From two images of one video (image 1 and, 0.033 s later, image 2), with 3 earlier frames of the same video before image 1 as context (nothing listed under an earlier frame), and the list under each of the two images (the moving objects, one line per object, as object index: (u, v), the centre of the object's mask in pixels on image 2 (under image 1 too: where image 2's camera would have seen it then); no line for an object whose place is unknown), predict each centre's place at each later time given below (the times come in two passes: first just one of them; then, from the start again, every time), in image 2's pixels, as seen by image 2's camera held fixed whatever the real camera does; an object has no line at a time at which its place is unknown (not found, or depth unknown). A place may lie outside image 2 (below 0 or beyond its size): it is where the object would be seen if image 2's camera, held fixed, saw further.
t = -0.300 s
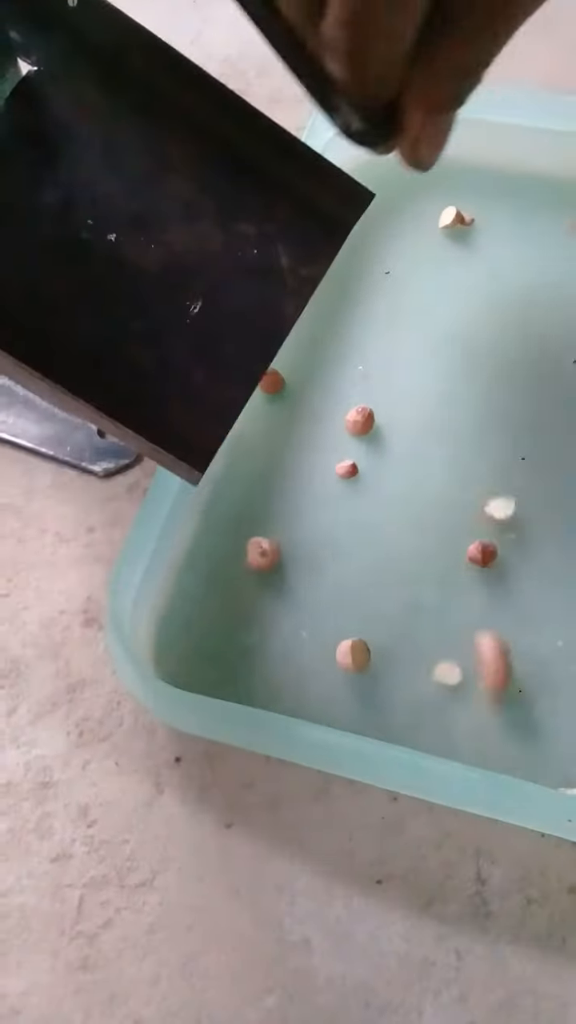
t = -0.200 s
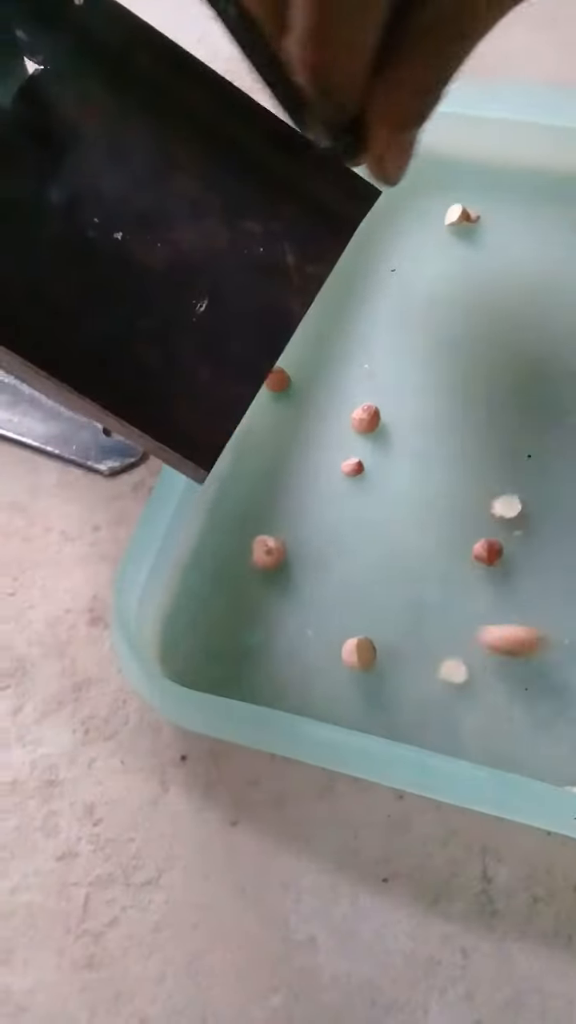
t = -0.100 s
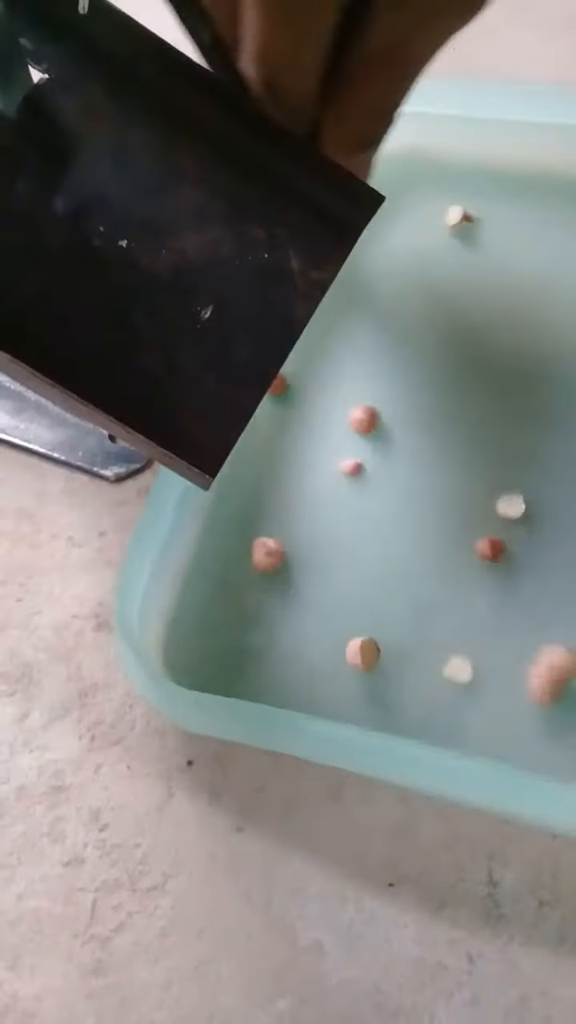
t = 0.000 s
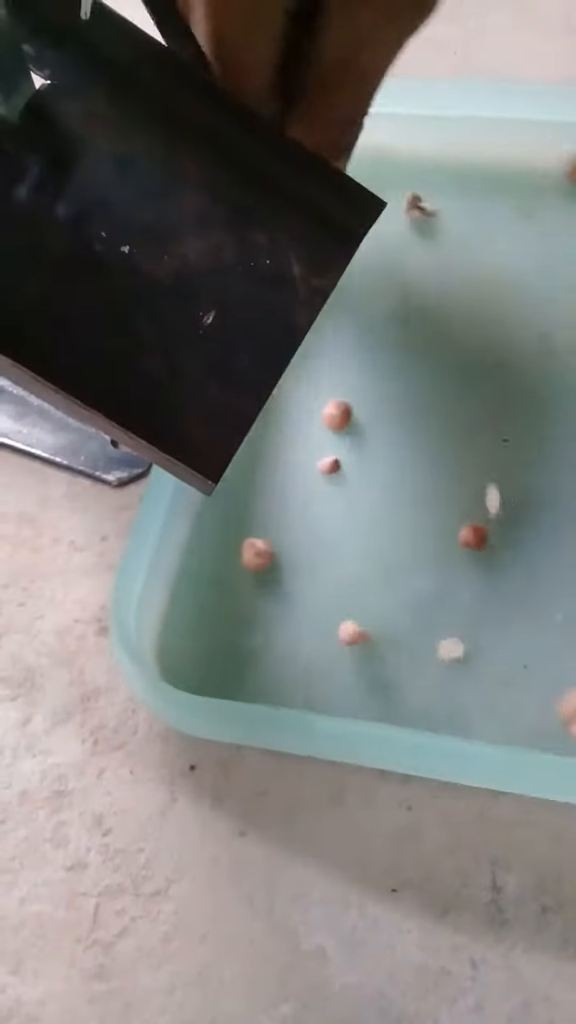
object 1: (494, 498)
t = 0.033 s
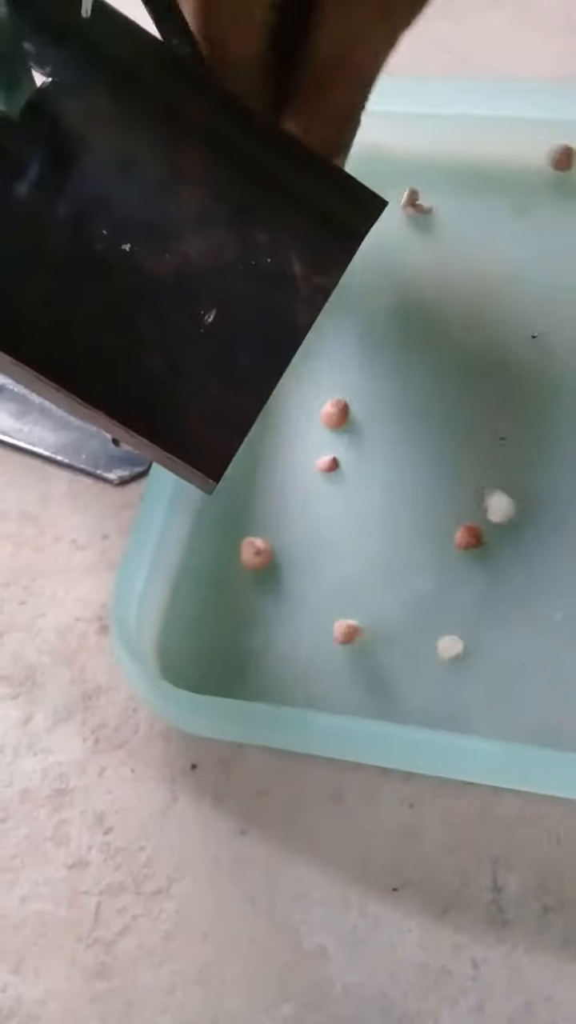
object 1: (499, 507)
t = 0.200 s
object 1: (516, 509)
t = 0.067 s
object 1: (507, 513)
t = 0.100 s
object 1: (517, 509)
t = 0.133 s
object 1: (516, 509)
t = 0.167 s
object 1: (516, 509)
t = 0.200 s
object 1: (516, 509)
